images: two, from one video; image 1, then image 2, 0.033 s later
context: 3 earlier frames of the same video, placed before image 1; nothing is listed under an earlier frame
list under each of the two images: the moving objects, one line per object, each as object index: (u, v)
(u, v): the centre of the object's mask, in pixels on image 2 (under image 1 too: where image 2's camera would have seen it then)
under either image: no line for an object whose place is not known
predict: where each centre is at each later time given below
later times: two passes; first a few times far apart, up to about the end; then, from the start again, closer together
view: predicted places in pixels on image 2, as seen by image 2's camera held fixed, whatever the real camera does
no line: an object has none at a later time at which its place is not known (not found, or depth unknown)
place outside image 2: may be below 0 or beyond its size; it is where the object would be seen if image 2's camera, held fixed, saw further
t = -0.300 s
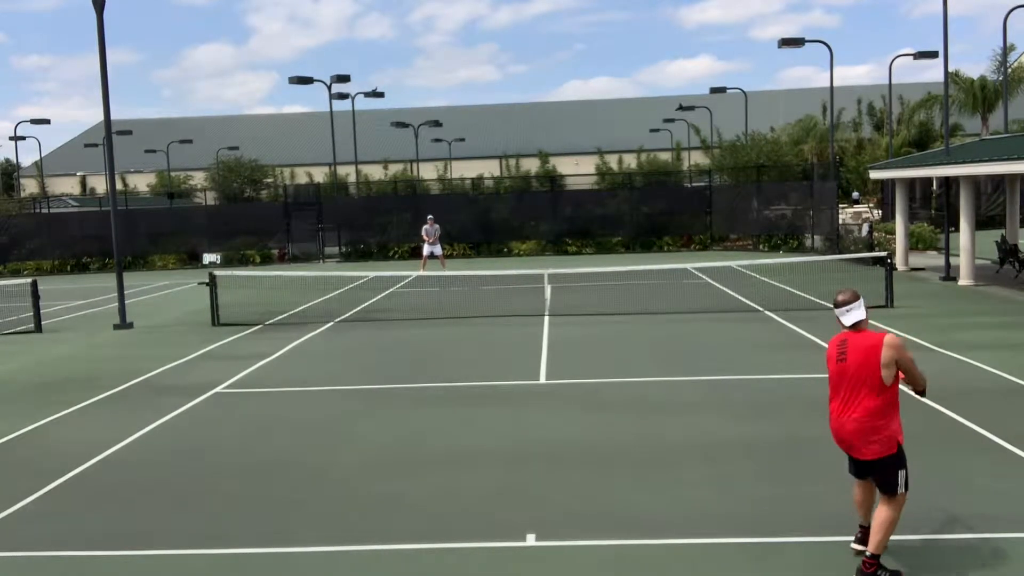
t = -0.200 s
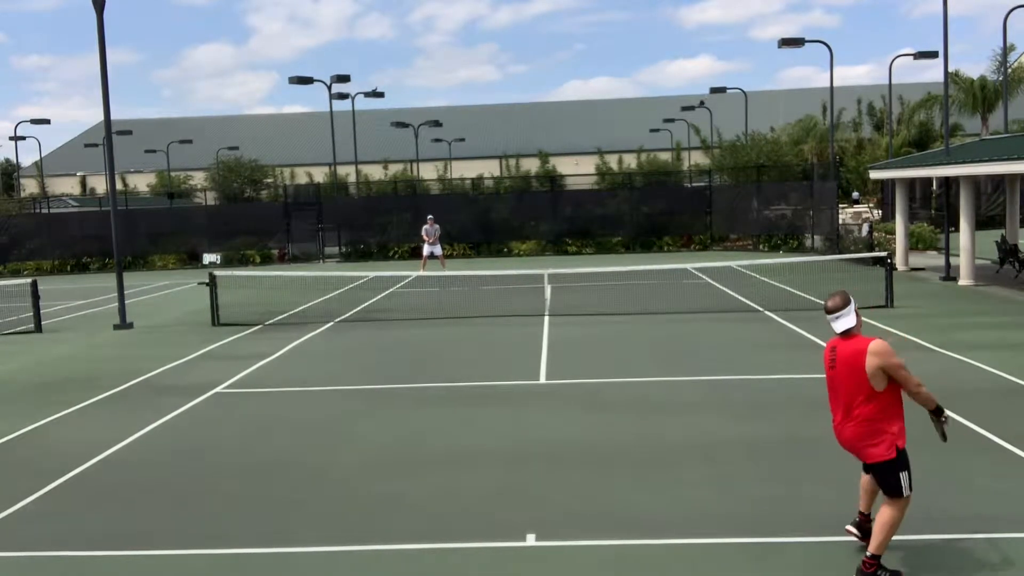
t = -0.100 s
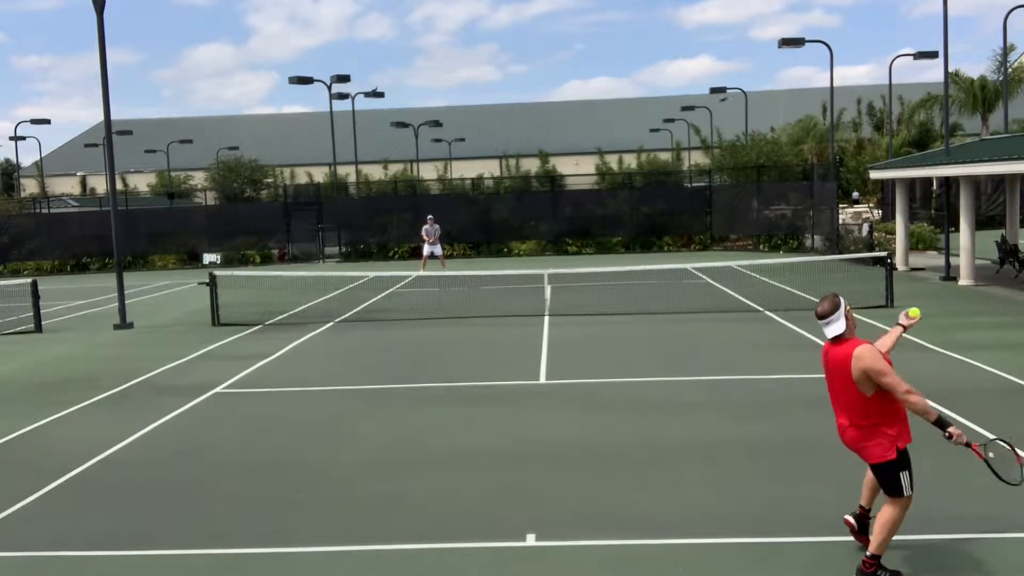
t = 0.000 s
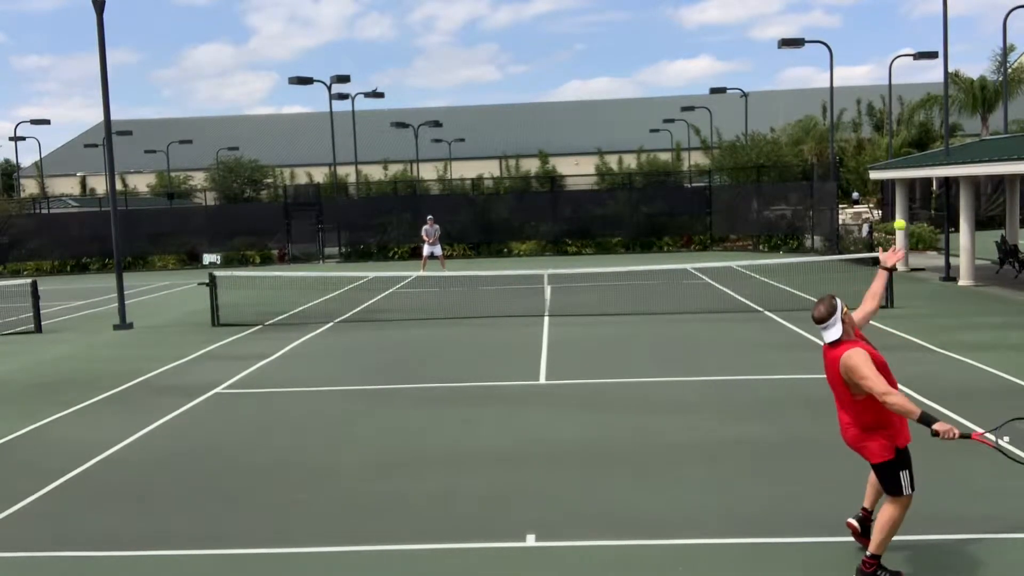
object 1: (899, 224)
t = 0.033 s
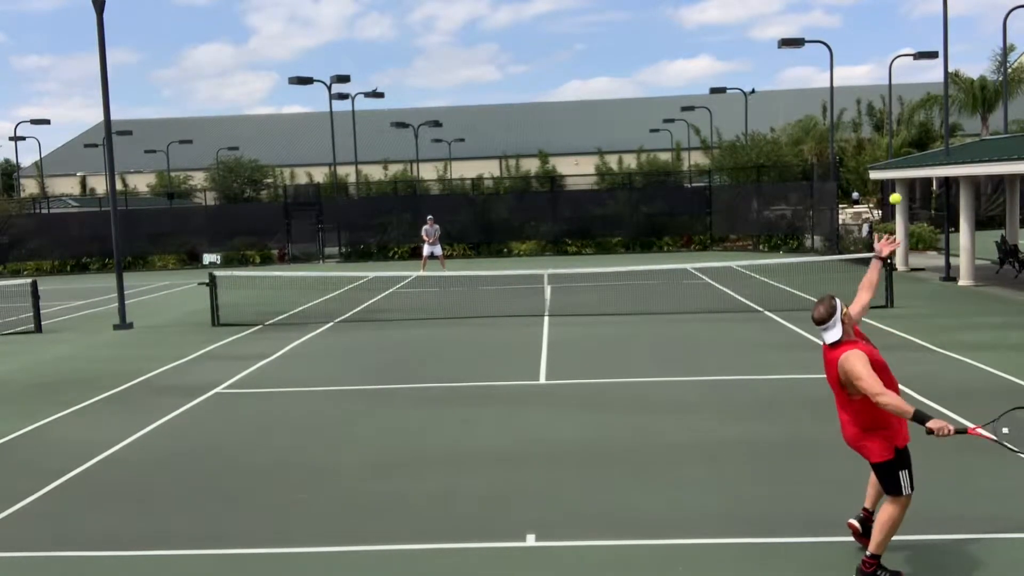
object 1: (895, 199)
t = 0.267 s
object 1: (866, 68)
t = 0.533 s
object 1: (835, 28)
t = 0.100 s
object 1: (886, 152)
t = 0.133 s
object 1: (882, 131)
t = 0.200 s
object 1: (873, 96)
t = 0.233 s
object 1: (870, 81)
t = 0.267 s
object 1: (866, 68)
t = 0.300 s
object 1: (862, 57)
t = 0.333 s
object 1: (858, 47)
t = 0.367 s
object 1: (854, 39)
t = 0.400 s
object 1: (850, 33)
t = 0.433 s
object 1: (846, 29)
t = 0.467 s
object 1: (842, 27)
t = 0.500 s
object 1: (839, 27)
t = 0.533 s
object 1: (835, 28)
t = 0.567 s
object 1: (832, 31)
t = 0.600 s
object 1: (828, 36)
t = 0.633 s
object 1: (824, 43)
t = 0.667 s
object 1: (821, 51)
